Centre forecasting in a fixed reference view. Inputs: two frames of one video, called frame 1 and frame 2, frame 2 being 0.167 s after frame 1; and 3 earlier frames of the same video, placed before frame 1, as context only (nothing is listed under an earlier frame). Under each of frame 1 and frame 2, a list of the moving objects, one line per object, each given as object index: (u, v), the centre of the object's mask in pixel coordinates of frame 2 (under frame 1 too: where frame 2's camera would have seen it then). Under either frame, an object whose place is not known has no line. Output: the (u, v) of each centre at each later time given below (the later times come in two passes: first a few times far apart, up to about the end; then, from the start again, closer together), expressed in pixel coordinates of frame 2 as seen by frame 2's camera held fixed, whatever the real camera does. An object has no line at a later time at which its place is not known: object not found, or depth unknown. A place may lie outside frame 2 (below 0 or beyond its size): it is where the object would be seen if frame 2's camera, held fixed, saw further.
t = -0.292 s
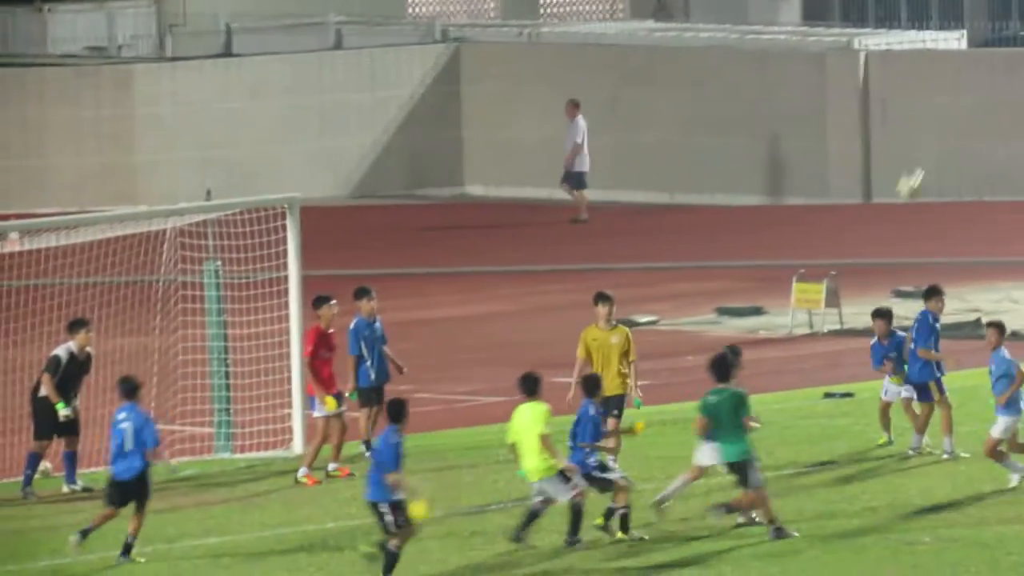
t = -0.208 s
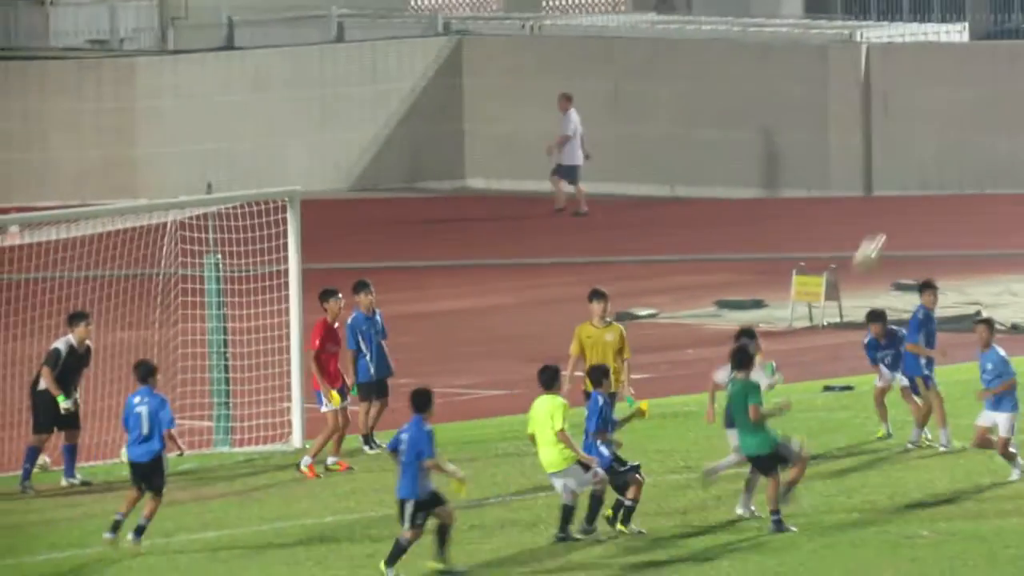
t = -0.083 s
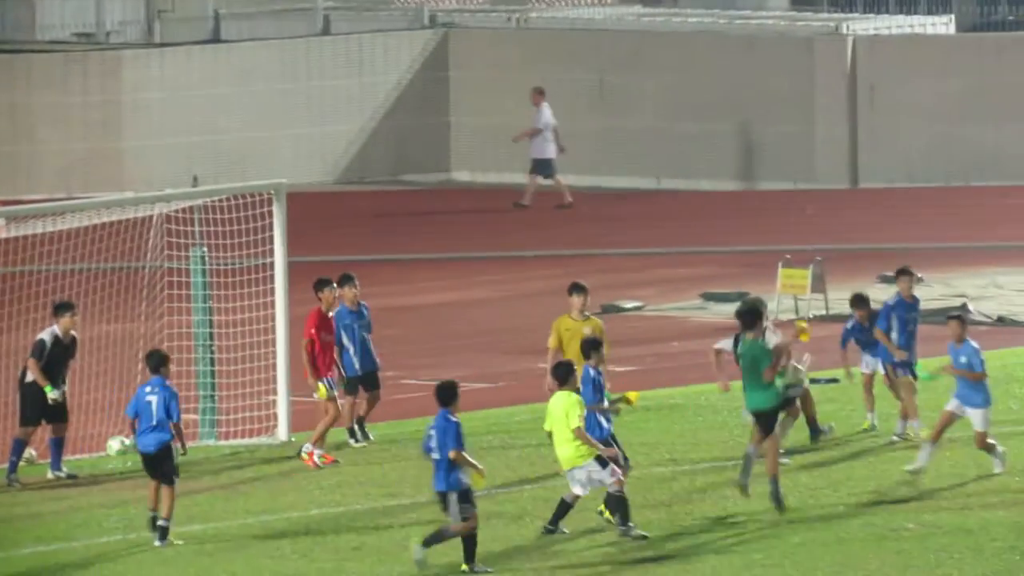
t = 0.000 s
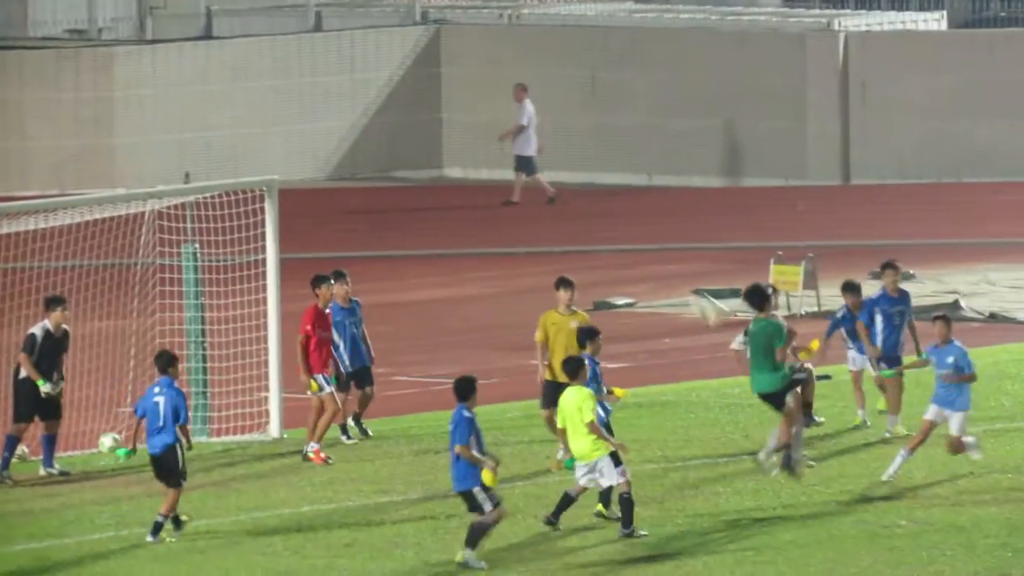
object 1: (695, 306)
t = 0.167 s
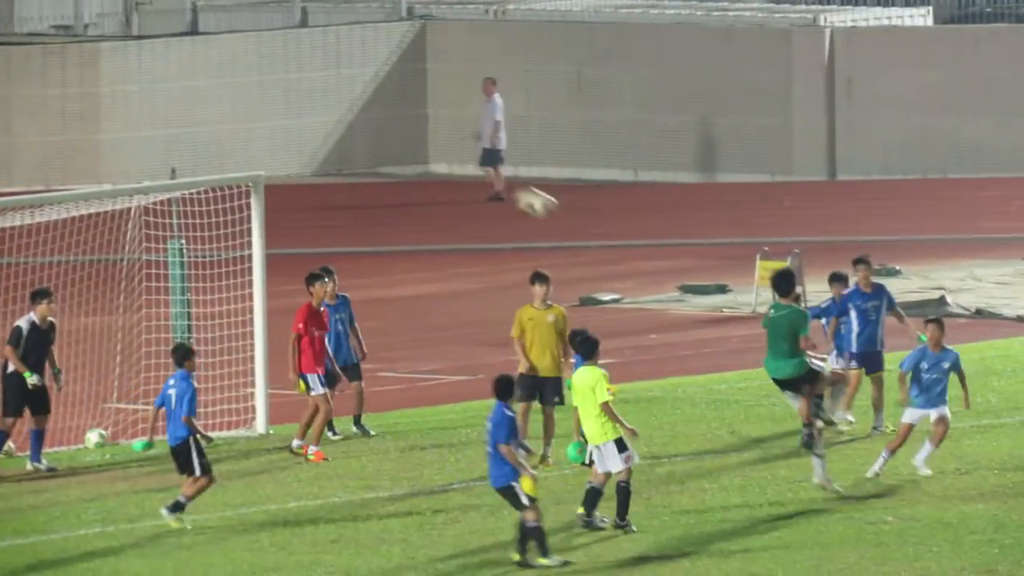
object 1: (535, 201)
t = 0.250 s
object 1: (454, 163)
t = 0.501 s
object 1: (230, 99)
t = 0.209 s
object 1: (499, 182)
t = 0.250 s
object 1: (454, 163)
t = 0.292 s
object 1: (417, 146)
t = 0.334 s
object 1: (379, 132)
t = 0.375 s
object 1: (343, 120)
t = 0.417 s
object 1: (304, 112)
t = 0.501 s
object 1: (230, 99)
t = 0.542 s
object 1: (193, 96)
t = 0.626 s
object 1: (118, 96)
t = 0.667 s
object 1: (84, 99)
